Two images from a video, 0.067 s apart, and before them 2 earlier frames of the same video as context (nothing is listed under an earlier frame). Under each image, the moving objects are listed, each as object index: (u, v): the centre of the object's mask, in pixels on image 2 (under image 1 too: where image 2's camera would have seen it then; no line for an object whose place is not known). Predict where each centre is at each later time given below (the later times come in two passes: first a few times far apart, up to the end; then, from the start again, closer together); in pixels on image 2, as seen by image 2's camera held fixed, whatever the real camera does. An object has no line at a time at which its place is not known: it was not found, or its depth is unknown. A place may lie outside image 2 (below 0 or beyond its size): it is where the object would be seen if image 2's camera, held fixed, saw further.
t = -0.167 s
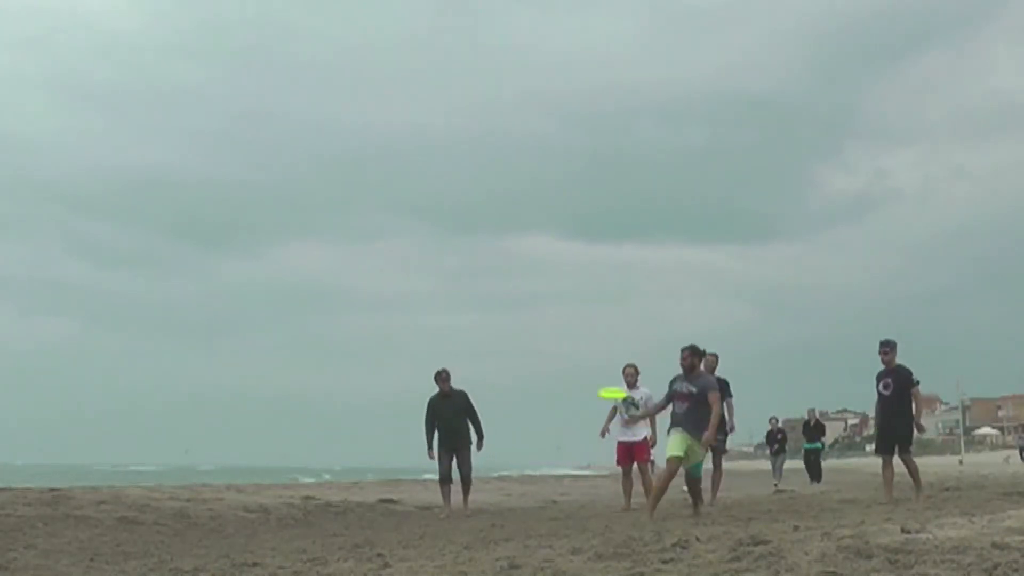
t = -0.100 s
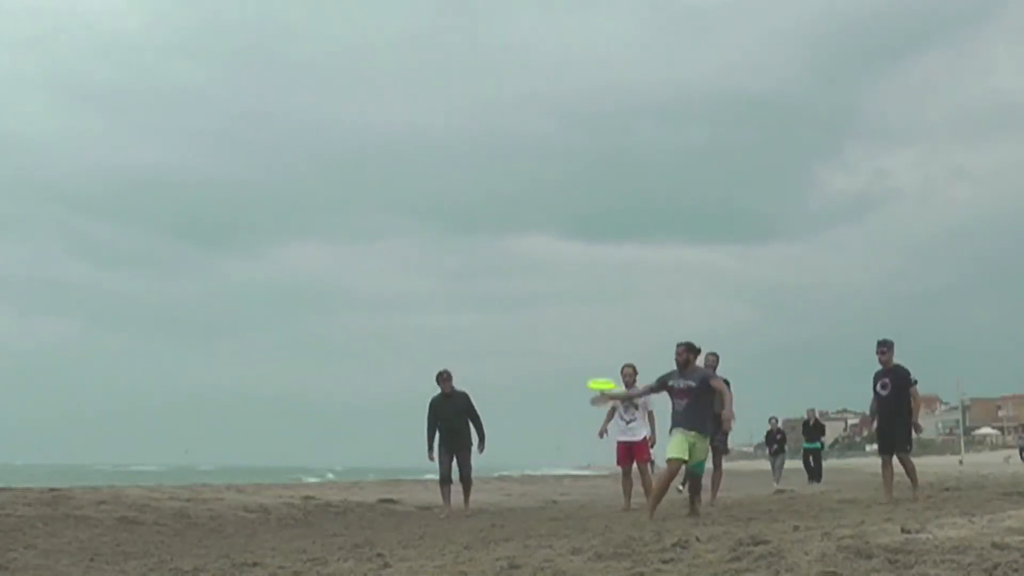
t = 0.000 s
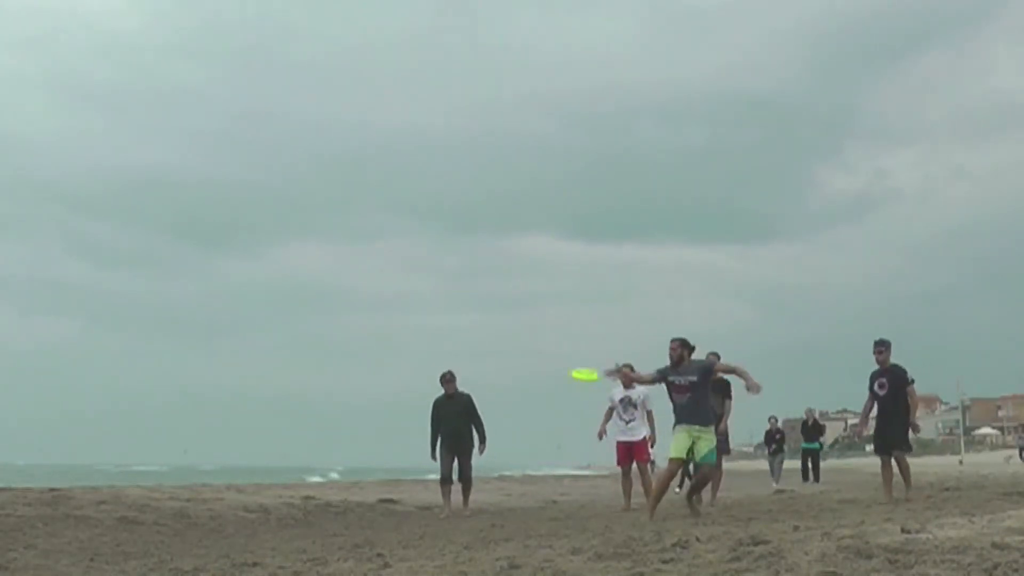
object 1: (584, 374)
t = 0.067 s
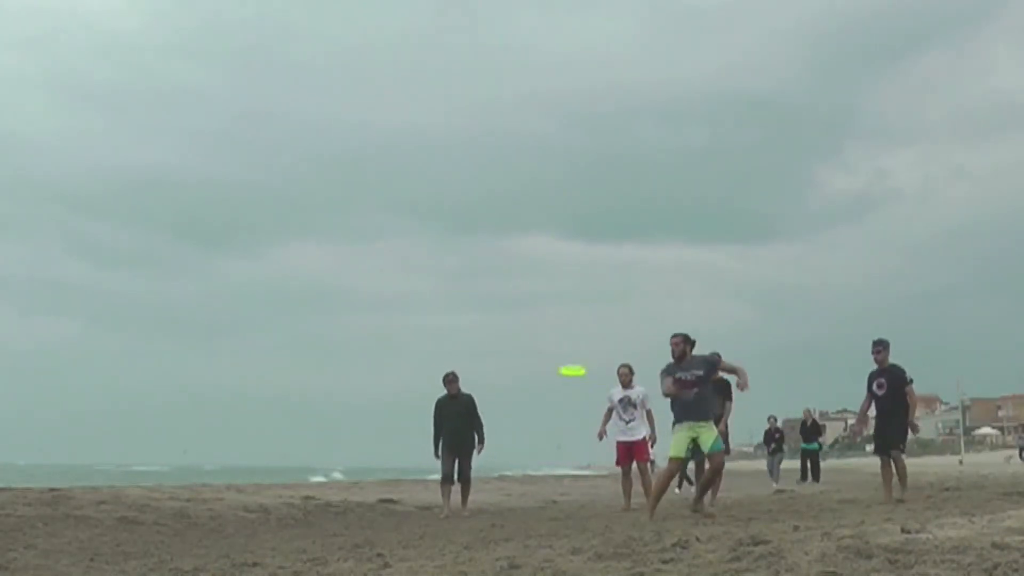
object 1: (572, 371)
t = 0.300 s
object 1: (532, 359)
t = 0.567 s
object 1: (494, 363)
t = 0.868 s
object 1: (458, 382)
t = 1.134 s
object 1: (436, 417)
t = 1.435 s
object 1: (418, 475)
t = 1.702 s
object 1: (406, 527)
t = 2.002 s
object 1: (383, 532)
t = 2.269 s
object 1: (382, 532)
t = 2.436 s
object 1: (382, 532)
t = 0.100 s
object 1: (566, 369)
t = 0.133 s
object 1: (560, 367)
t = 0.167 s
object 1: (554, 365)
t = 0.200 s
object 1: (549, 363)
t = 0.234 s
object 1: (544, 361)
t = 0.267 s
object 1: (538, 360)
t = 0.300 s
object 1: (532, 359)
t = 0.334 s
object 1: (528, 359)
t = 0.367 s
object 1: (522, 358)
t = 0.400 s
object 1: (518, 359)
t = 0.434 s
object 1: (513, 359)
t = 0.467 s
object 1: (508, 359)
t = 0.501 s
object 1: (503, 361)
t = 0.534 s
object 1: (499, 362)
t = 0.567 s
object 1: (494, 363)
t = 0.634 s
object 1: (486, 366)
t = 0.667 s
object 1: (481, 367)
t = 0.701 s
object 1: (477, 370)
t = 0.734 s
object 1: (473, 372)
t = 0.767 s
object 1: (469, 374)
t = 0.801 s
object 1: (466, 376)
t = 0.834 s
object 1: (463, 379)
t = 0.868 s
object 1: (458, 382)
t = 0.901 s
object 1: (455, 386)
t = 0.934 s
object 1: (452, 389)
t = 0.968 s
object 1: (450, 393)
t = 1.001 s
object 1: (447, 398)
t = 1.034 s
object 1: (444, 403)
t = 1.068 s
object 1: (441, 407)
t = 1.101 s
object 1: (439, 412)
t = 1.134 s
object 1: (436, 417)
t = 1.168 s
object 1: (434, 422)
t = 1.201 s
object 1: (432, 427)
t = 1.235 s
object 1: (429, 433)
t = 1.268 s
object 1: (427, 439)
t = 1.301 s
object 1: (424, 446)
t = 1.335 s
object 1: (422, 452)
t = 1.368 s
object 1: (421, 460)
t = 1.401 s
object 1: (421, 467)
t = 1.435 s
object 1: (418, 475)
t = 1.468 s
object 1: (417, 483)
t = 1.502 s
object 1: (416, 491)
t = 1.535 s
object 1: (416, 500)
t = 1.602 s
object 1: (415, 517)
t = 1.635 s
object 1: (414, 526)
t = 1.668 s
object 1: (411, 529)
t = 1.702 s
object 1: (406, 527)
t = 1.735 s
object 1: (402, 526)
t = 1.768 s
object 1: (399, 526)
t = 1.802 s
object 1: (393, 528)
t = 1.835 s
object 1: (389, 530)
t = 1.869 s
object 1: (386, 531)
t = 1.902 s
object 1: (385, 531)
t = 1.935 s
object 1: (384, 531)
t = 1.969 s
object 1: (384, 531)
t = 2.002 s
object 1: (383, 532)
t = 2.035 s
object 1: (382, 532)
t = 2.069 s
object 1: (382, 532)
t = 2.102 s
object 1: (382, 532)
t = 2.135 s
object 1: (382, 532)
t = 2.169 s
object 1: (382, 532)
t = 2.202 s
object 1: (382, 532)
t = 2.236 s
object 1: (382, 532)
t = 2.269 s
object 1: (382, 532)
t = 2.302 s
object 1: (382, 532)
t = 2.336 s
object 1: (382, 532)
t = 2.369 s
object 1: (382, 532)
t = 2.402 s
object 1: (382, 532)
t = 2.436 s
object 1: (382, 532)
